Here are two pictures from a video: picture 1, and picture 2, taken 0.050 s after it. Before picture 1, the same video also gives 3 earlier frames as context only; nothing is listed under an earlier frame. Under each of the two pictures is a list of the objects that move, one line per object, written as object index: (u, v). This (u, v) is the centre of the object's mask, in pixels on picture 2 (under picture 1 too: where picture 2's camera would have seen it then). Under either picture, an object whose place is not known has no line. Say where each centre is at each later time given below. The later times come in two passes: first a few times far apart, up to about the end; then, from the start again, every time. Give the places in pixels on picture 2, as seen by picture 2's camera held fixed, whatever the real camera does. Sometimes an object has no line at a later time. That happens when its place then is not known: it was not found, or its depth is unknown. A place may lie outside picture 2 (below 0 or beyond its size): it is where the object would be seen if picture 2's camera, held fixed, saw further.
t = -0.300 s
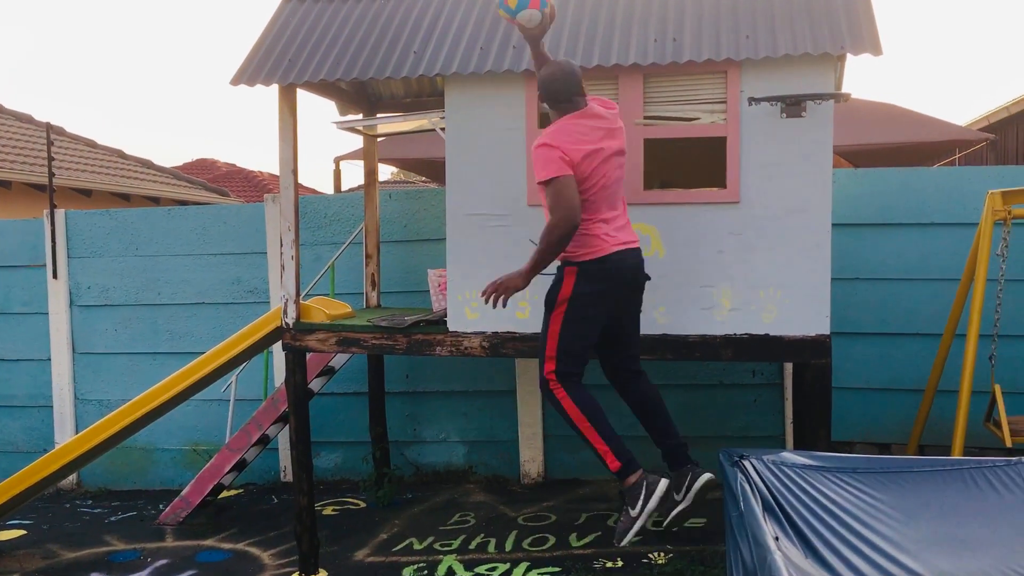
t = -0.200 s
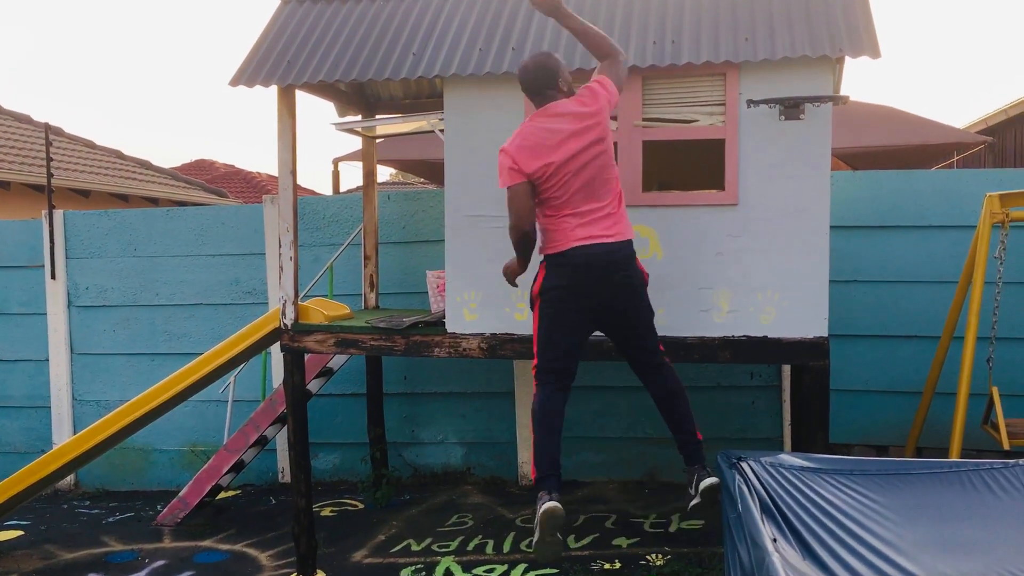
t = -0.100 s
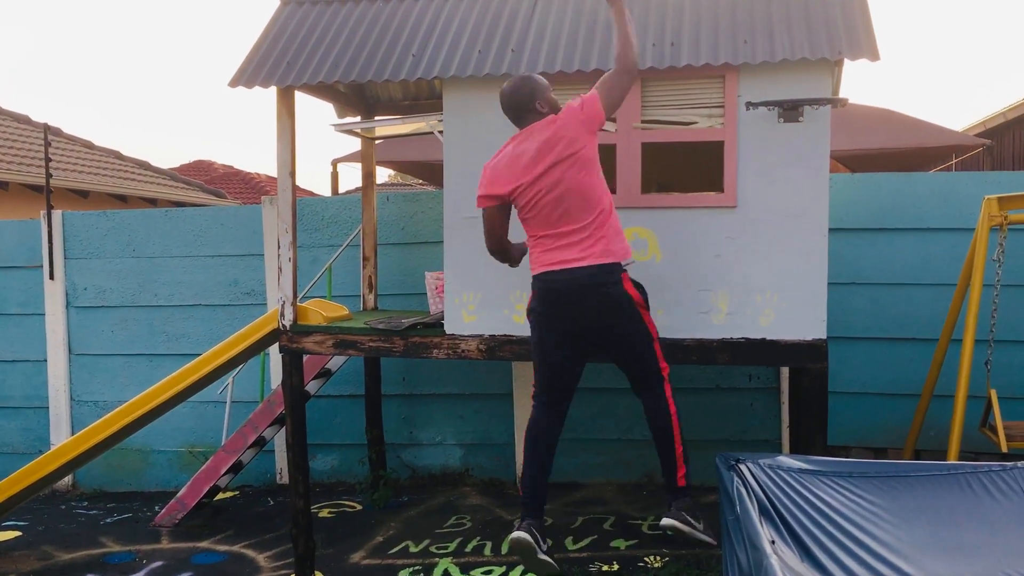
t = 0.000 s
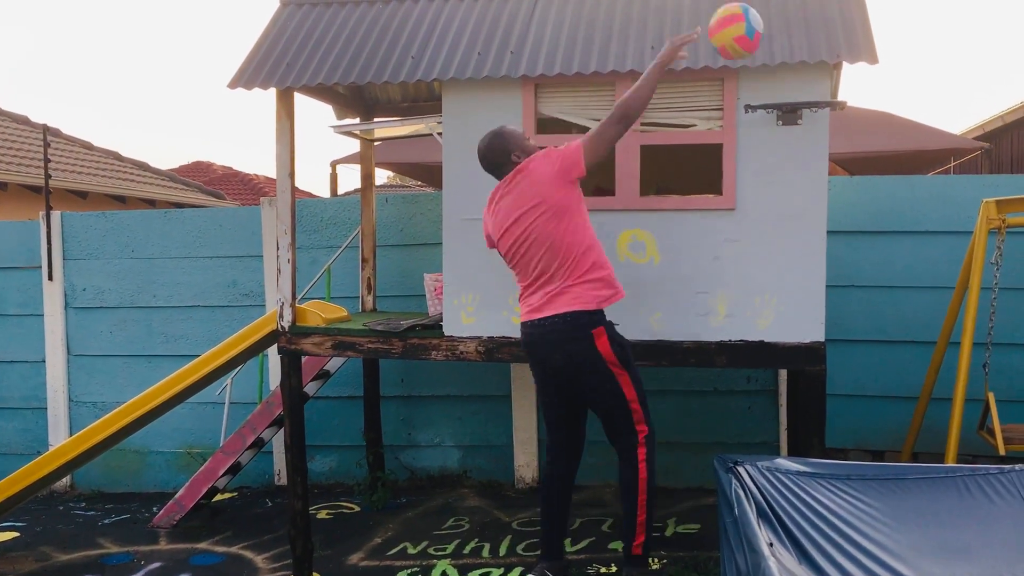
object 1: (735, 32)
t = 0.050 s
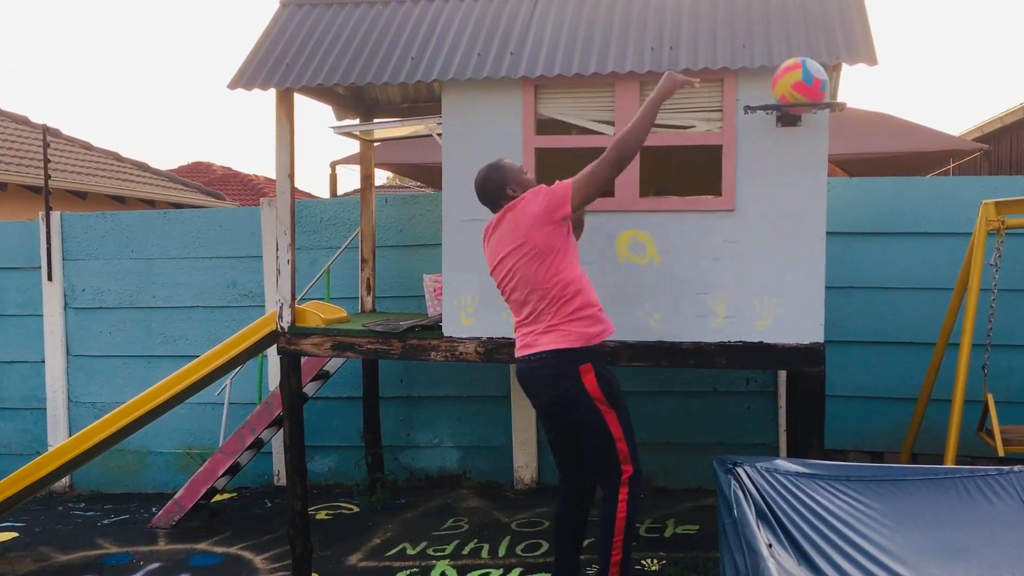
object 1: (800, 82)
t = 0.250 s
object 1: (726, 194)
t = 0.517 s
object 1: (564, 455)
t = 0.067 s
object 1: (818, 103)
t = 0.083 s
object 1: (815, 113)
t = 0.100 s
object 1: (806, 124)
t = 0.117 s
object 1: (797, 133)
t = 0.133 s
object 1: (789, 144)
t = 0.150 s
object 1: (781, 153)
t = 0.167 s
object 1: (772, 158)
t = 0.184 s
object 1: (763, 164)
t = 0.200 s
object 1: (754, 170)
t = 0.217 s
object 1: (745, 178)
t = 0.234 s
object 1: (735, 185)
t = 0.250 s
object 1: (726, 194)
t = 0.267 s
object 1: (717, 204)
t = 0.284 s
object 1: (707, 215)
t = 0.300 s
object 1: (698, 226)
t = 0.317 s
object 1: (688, 238)
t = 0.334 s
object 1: (679, 251)
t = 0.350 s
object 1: (669, 265)
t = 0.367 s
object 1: (660, 279)
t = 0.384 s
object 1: (650, 295)
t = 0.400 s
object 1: (640, 311)
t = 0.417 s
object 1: (630, 328)
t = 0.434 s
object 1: (619, 347)
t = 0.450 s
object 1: (609, 367)
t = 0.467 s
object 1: (597, 387)
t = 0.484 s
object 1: (586, 409)
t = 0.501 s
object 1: (575, 431)
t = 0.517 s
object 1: (564, 455)
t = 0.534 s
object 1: (552, 480)
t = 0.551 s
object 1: (540, 506)
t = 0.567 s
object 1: (529, 533)
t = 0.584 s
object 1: (518, 555)
